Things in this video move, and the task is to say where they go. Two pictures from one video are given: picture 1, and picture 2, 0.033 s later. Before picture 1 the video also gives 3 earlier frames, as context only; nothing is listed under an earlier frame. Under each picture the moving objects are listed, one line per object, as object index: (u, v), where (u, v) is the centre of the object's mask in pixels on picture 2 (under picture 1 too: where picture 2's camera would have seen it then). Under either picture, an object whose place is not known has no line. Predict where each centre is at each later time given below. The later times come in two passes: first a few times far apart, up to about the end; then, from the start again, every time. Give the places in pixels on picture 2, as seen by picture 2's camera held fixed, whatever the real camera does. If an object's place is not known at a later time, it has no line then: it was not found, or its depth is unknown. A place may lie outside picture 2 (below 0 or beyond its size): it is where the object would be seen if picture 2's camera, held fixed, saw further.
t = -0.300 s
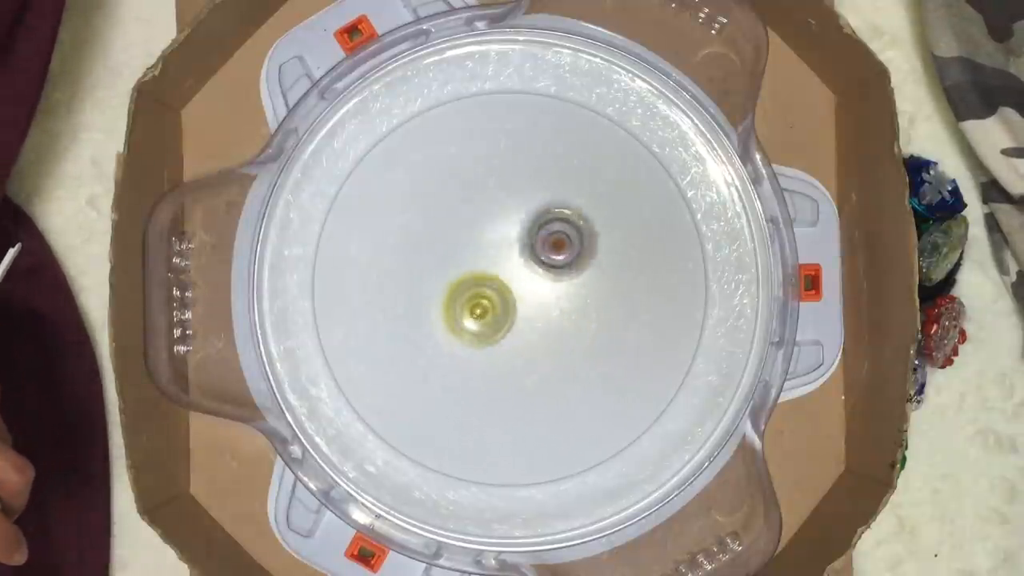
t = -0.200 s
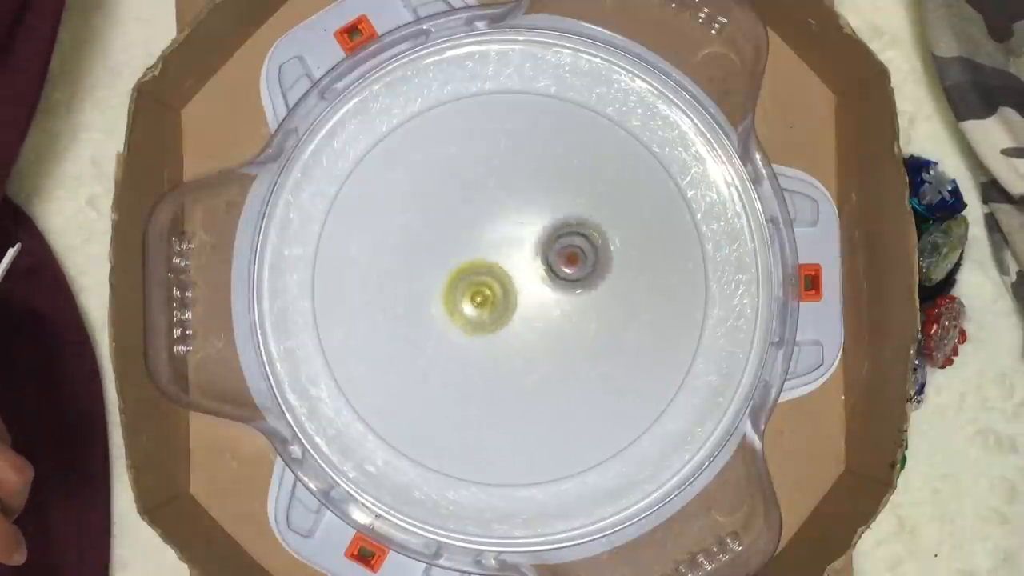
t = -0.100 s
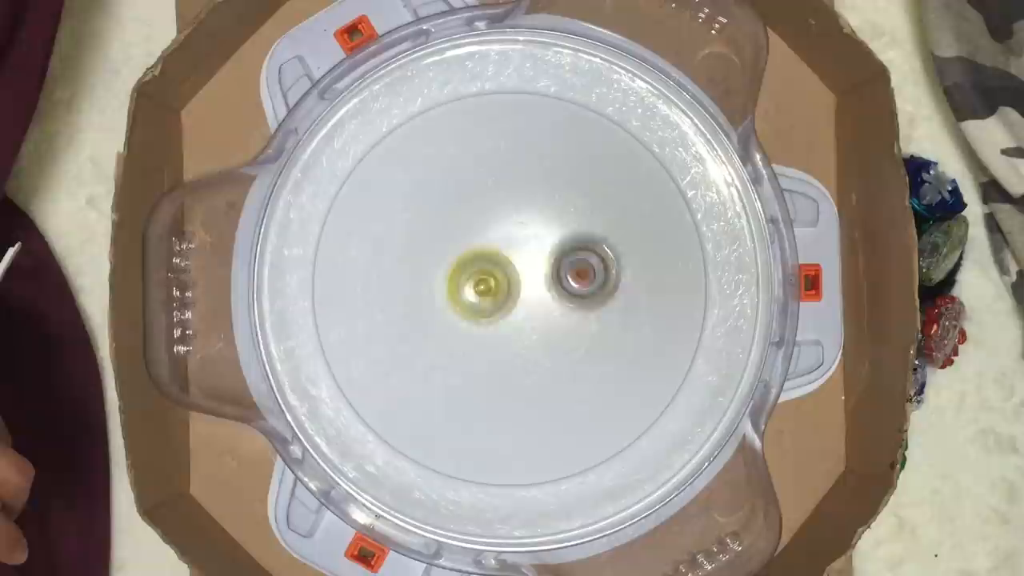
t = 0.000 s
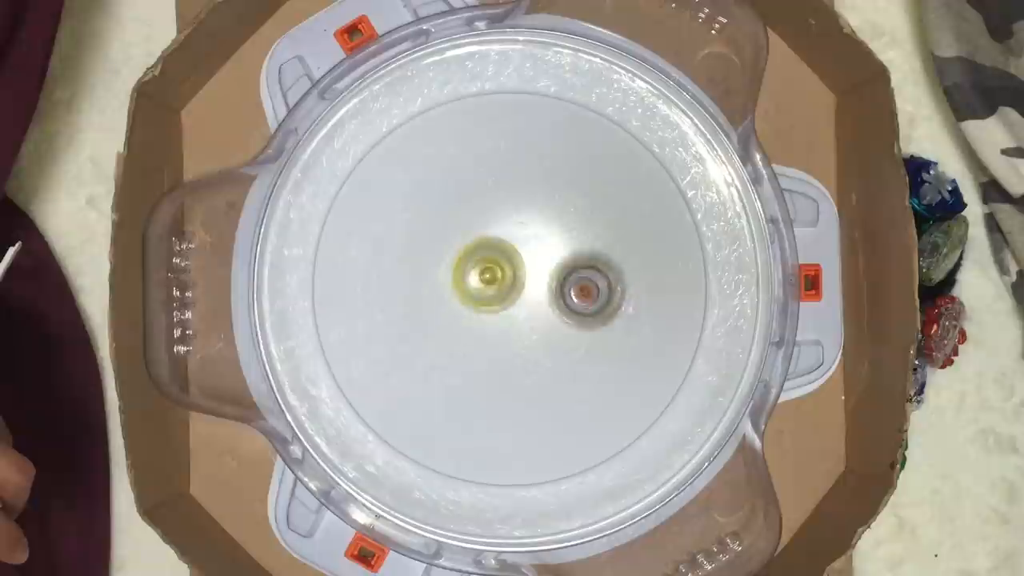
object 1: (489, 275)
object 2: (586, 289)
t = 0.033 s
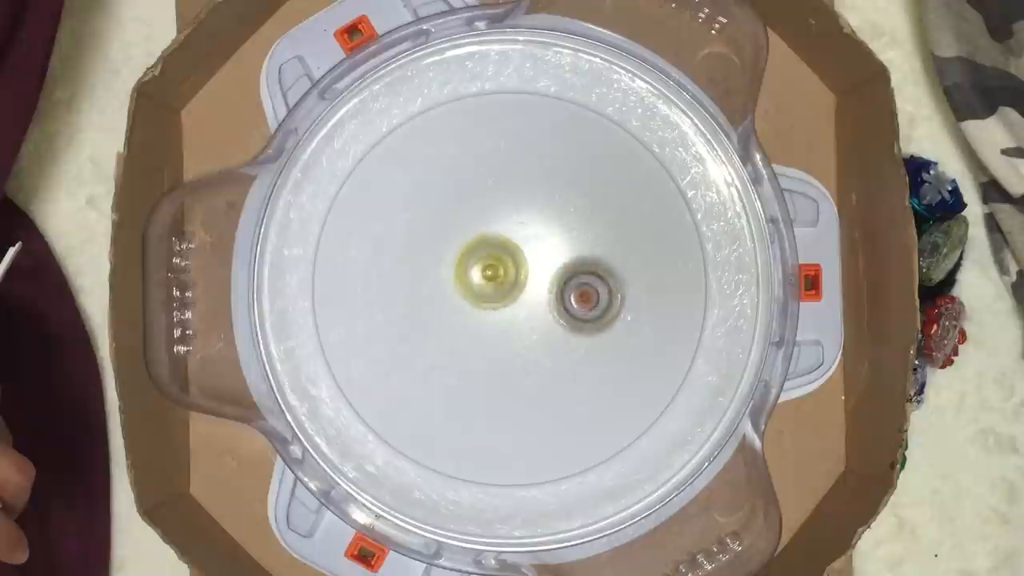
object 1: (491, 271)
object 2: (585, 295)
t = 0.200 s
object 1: (502, 258)
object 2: (575, 323)
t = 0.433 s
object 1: (524, 253)
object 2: (538, 351)
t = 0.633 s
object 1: (541, 260)
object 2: (496, 348)
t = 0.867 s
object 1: (549, 278)
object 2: (462, 318)
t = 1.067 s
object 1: (544, 296)
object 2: (451, 284)
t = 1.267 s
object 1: (528, 312)
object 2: (471, 255)
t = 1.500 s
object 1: (515, 330)
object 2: (508, 229)
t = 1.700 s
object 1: (500, 326)
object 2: (548, 231)
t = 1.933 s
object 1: (487, 309)
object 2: (578, 266)
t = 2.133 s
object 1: (487, 287)
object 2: (573, 307)
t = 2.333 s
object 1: (497, 268)
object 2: (549, 339)
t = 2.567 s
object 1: (517, 258)
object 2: (504, 347)
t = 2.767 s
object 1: (534, 263)
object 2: (470, 327)
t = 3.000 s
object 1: (546, 279)
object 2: (460, 288)
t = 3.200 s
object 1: (545, 297)
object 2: (476, 256)
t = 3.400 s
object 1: (538, 317)
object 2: (508, 236)
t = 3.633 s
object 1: (516, 326)
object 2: (553, 249)
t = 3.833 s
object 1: (495, 320)
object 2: (575, 277)
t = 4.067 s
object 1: (483, 302)
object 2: (564, 317)
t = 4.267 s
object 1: (483, 279)
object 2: (536, 339)
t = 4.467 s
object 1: (495, 258)
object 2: (500, 341)
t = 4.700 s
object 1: (520, 251)
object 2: (474, 315)
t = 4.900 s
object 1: (548, 257)
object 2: (472, 283)
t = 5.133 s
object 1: (568, 281)
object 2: (492, 252)
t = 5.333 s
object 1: (570, 316)
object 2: (514, 238)
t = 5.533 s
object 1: (553, 341)
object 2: (541, 252)
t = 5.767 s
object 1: (513, 349)
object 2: (553, 282)
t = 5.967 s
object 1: (466, 342)
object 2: (559, 292)
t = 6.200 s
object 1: (454, 298)
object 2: (537, 304)
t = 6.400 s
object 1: (465, 254)
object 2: (529, 314)
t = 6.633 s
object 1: (511, 225)
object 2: (524, 316)
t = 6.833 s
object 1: (559, 239)
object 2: (515, 305)
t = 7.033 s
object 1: (591, 279)
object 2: (501, 290)
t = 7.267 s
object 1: (579, 331)
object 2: (504, 274)
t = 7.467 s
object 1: (535, 354)
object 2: (517, 270)
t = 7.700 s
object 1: (474, 340)
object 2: (536, 270)
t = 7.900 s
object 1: (448, 298)
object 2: (545, 275)
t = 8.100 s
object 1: (465, 249)
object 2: (538, 288)
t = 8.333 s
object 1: (511, 209)
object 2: (535, 327)
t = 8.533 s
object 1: (557, 231)
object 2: (518, 328)
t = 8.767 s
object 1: (577, 295)
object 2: (500, 304)
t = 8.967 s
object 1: (561, 345)
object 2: (484, 271)
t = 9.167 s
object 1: (507, 359)
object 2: (502, 253)
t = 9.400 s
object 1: (455, 323)
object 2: (533, 266)
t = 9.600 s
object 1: (452, 275)
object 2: (539, 297)
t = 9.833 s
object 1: (501, 237)
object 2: (515, 319)
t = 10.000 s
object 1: (551, 242)
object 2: (494, 312)
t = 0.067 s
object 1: (493, 268)
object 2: (585, 301)
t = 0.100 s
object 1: (495, 265)
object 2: (584, 307)
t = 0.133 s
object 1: (497, 262)
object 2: (582, 312)
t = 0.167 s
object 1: (500, 260)
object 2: (579, 317)
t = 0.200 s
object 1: (502, 258)
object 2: (575, 323)
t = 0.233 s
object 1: (505, 256)
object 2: (572, 327)
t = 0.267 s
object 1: (507, 254)
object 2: (568, 332)
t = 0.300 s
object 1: (511, 253)
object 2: (563, 336)
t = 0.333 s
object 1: (514, 253)
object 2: (558, 341)
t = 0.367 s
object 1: (517, 252)
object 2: (552, 345)
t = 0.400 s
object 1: (521, 253)
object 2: (545, 348)
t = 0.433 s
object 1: (524, 253)
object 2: (538, 351)
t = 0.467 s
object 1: (527, 254)
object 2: (532, 352)
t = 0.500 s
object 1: (530, 255)
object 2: (525, 353)
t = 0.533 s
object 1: (533, 256)
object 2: (517, 353)
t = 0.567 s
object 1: (536, 257)
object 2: (509, 351)
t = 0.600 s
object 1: (539, 259)
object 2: (503, 350)
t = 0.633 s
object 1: (541, 260)
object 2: (496, 348)
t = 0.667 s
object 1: (543, 263)
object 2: (490, 345)
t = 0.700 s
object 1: (544, 265)
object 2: (484, 341)
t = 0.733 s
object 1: (546, 266)
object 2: (479, 337)
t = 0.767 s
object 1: (547, 270)
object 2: (473, 333)
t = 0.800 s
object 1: (548, 273)
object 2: (469, 328)
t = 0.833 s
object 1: (549, 275)
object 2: (466, 323)
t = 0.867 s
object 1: (549, 278)
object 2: (462, 318)
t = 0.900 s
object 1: (549, 281)
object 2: (458, 313)
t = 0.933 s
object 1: (548, 285)
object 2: (455, 307)
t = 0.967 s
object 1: (548, 288)
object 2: (453, 302)
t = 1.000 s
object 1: (546, 290)
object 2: (451, 296)
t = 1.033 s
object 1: (545, 293)
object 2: (451, 290)
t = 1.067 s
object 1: (544, 296)
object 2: (451, 284)
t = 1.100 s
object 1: (541, 300)
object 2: (452, 279)
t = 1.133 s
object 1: (539, 302)
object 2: (455, 274)
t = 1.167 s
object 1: (537, 305)
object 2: (458, 269)
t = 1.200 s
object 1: (534, 308)
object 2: (462, 264)
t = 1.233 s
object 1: (531, 310)
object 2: (466, 260)
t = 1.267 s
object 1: (528, 312)
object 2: (471, 255)
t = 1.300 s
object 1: (527, 317)
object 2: (475, 249)
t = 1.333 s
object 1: (527, 320)
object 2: (478, 244)
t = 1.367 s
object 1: (525, 323)
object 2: (484, 240)
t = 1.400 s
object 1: (523, 326)
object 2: (490, 236)
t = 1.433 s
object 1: (520, 327)
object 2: (496, 233)
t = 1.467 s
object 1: (518, 329)
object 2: (502, 230)
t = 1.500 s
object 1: (515, 330)
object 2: (508, 229)
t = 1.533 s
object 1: (513, 330)
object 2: (515, 228)
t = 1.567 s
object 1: (510, 330)
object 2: (521, 227)
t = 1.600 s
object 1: (506, 330)
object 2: (528, 227)
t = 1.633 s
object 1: (504, 329)
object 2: (534, 227)
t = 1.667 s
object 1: (502, 328)
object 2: (540, 228)
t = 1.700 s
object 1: (500, 326)
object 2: (548, 231)
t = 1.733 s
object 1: (497, 325)
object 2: (554, 234)
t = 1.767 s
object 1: (495, 323)
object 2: (559, 237)
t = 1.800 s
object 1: (493, 320)
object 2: (564, 242)
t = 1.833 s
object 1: (491, 318)
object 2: (568, 247)
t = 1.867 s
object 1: (490, 315)
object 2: (572, 253)
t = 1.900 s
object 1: (488, 312)
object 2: (575, 259)
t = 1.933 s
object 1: (487, 309)
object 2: (578, 266)
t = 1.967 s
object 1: (486, 306)
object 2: (579, 272)
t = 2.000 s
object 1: (485, 302)
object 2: (580, 280)
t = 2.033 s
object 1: (486, 299)
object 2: (579, 287)
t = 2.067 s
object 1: (486, 295)
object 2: (577, 294)
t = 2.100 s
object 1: (486, 291)
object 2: (575, 301)
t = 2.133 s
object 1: (487, 287)
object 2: (573, 307)
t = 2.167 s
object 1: (488, 284)
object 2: (570, 313)
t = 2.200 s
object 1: (489, 281)
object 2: (566, 318)
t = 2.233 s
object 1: (491, 277)
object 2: (563, 324)
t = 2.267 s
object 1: (492, 274)
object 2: (559, 329)
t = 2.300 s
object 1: (495, 271)
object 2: (554, 334)
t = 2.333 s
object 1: (497, 268)
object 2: (549, 339)
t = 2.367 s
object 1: (498, 266)
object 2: (543, 342)
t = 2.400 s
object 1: (501, 263)
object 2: (537, 345)
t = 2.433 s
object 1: (503, 261)
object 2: (530, 347)
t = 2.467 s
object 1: (506, 260)
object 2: (524, 348)
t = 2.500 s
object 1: (510, 259)
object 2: (517, 348)
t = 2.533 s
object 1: (514, 259)
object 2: (511, 348)
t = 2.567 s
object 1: (517, 258)
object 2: (504, 347)
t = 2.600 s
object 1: (520, 258)
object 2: (498, 345)
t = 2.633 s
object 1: (523, 258)
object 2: (492, 343)
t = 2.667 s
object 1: (525, 259)
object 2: (486, 339)
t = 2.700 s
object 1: (528, 259)
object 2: (481, 336)
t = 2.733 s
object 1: (531, 261)
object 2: (475, 331)
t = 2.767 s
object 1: (534, 263)
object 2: (470, 327)
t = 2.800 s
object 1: (536, 265)
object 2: (467, 322)
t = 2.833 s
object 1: (539, 267)
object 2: (464, 316)
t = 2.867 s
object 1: (540, 268)
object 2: (462, 311)
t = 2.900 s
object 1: (542, 271)
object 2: (460, 306)
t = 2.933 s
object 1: (543, 273)
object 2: (459, 300)
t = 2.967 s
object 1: (545, 276)
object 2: (460, 294)
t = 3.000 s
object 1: (546, 279)
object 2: (460, 288)
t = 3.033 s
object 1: (546, 281)
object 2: (461, 283)
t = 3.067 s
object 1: (547, 285)
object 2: (463, 277)
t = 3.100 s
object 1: (547, 287)
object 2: (465, 271)
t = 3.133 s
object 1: (547, 290)
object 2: (468, 266)
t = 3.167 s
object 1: (546, 294)
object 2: (472, 261)
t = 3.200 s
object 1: (545, 297)
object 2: (476, 256)
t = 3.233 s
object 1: (544, 301)
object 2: (481, 252)
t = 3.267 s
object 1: (544, 305)
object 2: (485, 247)
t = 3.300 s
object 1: (543, 308)
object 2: (490, 243)
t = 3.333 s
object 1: (541, 311)
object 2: (497, 240)
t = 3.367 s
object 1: (540, 314)
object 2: (502, 237)
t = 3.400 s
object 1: (538, 317)
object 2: (508, 236)
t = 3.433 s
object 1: (535, 319)
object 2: (515, 235)
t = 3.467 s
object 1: (532, 322)
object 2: (521, 235)
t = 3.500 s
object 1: (529, 323)
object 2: (529, 237)
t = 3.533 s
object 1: (526, 324)
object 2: (535, 239)
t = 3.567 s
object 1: (522, 325)
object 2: (541, 241)
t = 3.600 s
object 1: (519, 326)
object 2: (548, 245)
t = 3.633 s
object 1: (516, 326)
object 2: (553, 249)
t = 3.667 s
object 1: (513, 326)
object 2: (558, 252)
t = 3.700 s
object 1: (509, 325)
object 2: (562, 256)
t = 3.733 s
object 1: (506, 324)
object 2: (567, 261)
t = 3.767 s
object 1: (502, 323)
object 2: (570, 265)
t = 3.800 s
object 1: (498, 322)
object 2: (574, 271)
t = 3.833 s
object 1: (495, 320)
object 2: (575, 277)
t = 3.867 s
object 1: (493, 318)
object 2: (576, 283)
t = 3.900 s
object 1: (490, 315)
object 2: (575, 288)
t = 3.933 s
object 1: (488, 313)
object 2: (574, 294)
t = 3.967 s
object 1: (486, 311)
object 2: (573, 300)
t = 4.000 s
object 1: (485, 307)
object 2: (570, 306)
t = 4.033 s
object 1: (484, 304)
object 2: (568, 312)
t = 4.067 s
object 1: (483, 302)
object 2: (564, 317)
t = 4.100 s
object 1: (483, 298)
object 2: (560, 321)
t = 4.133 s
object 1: (482, 295)
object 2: (556, 326)
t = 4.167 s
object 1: (483, 292)
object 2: (551, 329)
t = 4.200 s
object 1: (483, 287)
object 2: (546, 333)
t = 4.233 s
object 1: (482, 283)
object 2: (541, 337)
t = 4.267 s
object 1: (483, 279)
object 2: (536, 339)
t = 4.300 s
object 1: (484, 276)
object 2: (530, 340)
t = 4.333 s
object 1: (486, 273)
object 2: (524, 341)
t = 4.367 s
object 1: (488, 270)
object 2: (517, 341)
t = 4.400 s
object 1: (490, 265)
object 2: (511, 343)
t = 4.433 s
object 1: (492, 261)
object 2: (505, 343)
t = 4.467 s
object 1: (495, 258)
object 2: (500, 341)
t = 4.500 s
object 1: (497, 255)
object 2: (495, 340)
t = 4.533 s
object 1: (501, 254)
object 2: (490, 337)
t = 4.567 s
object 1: (503, 252)
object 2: (486, 333)
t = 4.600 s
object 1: (507, 251)
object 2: (482, 330)
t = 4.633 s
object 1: (511, 250)
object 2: (479, 326)
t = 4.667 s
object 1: (515, 250)
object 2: (476, 321)
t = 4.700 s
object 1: (520, 251)
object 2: (474, 315)
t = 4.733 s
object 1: (524, 251)
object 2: (473, 310)
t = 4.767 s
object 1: (529, 252)
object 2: (471, 305)
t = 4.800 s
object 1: (535, 252)
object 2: (469, 299)
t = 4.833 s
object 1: (539, 253)
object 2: (470, 294)
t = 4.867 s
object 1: (544, 254)
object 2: (470, 288)
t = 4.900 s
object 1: (548, 257)
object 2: (472, 283)
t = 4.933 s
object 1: (551, 260)
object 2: (474, 278)
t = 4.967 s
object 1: (554, 262)
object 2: (476, 272)
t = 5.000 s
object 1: (558, 265)
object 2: (479, 268)
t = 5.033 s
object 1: (562, 269)
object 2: (482, 264)
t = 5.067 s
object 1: (565, 273)
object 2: (485, 259)
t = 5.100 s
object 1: (567, 277)
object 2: (488, 255)
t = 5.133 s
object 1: (568, 281)
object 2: (492, 252)
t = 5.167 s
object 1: (569, 286)
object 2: (496, 249)
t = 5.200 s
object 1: (569, 291)
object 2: (500, 247)
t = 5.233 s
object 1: (569, 297)
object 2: (504, 245)
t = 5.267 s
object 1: (571, 304)
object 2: (506, 241)
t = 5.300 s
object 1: (571, 311)
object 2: (509, 239)
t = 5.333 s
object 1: (570, 316)
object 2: (514, 238)
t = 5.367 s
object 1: (568, 322)
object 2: (518, 239)
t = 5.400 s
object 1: (566, 326)
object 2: (524, 241)
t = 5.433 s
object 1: (563, 330)
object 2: (529, 243)
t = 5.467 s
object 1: (560, 335)
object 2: (533, 246)
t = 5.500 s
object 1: (557, 338)
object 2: (537, 250)
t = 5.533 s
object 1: (553, 341)
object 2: (541, 252)
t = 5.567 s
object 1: (547, 344)
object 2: (544, 256)
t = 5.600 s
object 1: (543, 346)
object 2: (547, 261)
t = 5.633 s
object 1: (538, 347)
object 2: (549, 266)
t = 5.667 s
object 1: (532, 348)
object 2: (551, 270)
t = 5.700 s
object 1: (526, 350)
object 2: (553, 274)
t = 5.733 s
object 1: (520, 350)
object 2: (553, 278)
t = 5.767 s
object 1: (513, 349)
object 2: (553, 282)
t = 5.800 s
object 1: (504, 350)
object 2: (556, 285)
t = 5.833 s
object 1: (493, 351)
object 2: (560, 285)
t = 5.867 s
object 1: (485, 350)
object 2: (562, 285)
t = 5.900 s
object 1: (477, 348)
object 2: (561, 288)
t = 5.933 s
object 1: (472, 346)
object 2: (561, 289)
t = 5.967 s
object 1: (466, 342)
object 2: (559, 292)
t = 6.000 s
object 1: (461, 337)
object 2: (558, 294)
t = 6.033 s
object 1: (458, 331)
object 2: (556, 297)
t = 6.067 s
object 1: (455, 325)
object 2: (554, 299)
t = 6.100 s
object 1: (453, 319)
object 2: (549, 301)
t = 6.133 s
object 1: (452, 312)
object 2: (546, 302)
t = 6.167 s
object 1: (453, 305)
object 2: (541, 304)
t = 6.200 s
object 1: (454, 298)
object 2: (537, 304)
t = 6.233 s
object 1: (455, 292)
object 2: (532, 306)
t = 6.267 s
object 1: (457, 284)
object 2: (530, 307)
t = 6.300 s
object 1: (457, 276)
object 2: (529, 309)
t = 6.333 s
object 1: (460, 270)
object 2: (528, 309)
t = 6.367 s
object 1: (463, 264)
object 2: (526, 311)
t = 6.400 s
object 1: (465, 254)
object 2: (529, 314)
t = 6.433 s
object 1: (469, 246)
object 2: (531, 317)
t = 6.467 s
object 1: (474, 240)
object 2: (531, 318)
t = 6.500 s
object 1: (480, 235)
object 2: (530, 317)
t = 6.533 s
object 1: (486, 231)
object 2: (529, 317)
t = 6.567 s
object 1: (494, 228)
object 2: (527, 317)
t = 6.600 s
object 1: (503, 226)
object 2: (525, 317)
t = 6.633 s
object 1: (511, 225)
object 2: (524, 316)
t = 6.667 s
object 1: (519, 225)
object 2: (522, 315)
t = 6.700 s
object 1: (528, 226)
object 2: (520, 313)
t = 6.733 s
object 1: (536, 227)
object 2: (518, 312)
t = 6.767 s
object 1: (544, 231)
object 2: (517, 310)
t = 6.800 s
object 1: (552, 235)
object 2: (516, 308)
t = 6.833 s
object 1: (559, 239)
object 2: (515, 305)
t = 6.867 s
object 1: (566, 245)
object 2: (513, 302)
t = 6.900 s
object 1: (573, 251)
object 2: (512, 300)
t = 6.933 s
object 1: (580, 257)
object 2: (508, 297)
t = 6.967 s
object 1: (586, 264)
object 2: (506, 294)
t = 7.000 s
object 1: (590, 271)
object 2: (504, 292)
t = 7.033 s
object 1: (591, 279)
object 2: (501, 290)
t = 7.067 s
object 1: (594, 287)
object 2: (501, 287)
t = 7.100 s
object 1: (594, 294)
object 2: (501, 285)
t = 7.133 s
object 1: (593, 302)
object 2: (500, 281)
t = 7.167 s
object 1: (592, 309)
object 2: (500, 280)
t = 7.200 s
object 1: (589, 317)
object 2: (501, 279)
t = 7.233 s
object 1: (585, 324)
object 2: (502, 276)
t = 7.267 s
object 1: (579, 331)
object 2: (504, 274)
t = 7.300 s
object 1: (574, 337)
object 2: (505, 273)
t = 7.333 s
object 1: (567, 342)
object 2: (507, 272)
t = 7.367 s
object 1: (559, 347)
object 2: (509, 271)
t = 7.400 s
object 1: (552, 350)
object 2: (512, 270)
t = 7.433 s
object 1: (543, 353)
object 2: (514, 271)
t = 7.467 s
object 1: (535, 354)
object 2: (517, 270)
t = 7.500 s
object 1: (526, 354)
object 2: (520, 271)
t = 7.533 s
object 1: (518, 353)
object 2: (522, 272)
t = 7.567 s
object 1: (509, 351)
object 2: (523, 273)
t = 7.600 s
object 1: (501, 348)
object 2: (525, 274)
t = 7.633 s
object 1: (493, 344)
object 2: (527, 277)
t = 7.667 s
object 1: (483, 343)
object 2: (533, 274)
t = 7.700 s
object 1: (474, 340)
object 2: (536, 270)
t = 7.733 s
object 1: (467, 335)
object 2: (539, 269)
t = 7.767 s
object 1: (461, 329)
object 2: (541, 269)
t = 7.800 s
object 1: (456, 322)
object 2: (543, 269)
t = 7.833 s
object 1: (452, 315)
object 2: (543, 270)
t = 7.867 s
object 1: (450, 306)
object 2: (544, 273)
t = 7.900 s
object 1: (448, 298)
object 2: (545, 275)
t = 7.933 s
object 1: (448, 289)
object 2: (545, 276)
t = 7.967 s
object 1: (450, 281)
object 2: (545, 279)
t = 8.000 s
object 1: (451, 272)
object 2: (543, 281)
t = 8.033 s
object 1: (455, 264)
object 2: (542, 283)
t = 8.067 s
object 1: (459, 256)
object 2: (540, 285)
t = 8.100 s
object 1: (465, 249)
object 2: (538, 288)
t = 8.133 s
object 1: (472, 243)
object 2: (535, 291)
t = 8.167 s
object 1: (478, 238)
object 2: (533, 292)
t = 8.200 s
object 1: (485, 231)
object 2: (532, 297)
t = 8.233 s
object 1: (489, 221)
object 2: (534, 308)
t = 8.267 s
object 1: (495, 214)
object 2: (536, 317)
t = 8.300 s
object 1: (503, 210)
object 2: (536, 323)
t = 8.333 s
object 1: (511, 209)
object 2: (535, 327)
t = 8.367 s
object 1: (519, 209)
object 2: (533, 329)
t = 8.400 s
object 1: (527, 211)
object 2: (531, 330)
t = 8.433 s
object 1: (535, 214)
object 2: (528, 331)
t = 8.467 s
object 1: (542, 218)
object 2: (525, 331)
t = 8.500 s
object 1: (550, 225)
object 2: (521, 329)
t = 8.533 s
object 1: (557, 231)
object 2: (518, 328)
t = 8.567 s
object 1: (563, 239)
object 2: (514, 326)
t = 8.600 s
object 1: (568, 246)
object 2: (511, 324)
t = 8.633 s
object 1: (572, 255)
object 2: (508, 320)
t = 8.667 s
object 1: (575, 265)
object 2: (505, 317)
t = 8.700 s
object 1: (577, 275)
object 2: (503, 313)
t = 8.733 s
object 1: (578, 285)
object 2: (502, 309)
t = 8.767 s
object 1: (577, 295)
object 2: (500, 304)
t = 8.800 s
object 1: (575, 304)
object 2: (500, 299)
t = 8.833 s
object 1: (576, 315)
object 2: (494, 292)
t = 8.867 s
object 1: (576, 325)
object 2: (488, 285)
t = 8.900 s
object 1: (573, 332)
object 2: (485, 280)
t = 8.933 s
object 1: (568, 339)
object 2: (485, 276)
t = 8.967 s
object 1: (561, 345)
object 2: (484, 271)
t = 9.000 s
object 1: (553, 350)
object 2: (486, 267)
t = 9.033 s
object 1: (545, 355)
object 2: (489, 264)
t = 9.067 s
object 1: (536, 358)
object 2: (491, 260)
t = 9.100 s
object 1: (527, 360)
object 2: (494, 257)
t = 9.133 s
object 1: (517, 360)
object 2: (498, 255)
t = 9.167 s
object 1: (507, 359)
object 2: (502, 253)
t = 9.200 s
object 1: (498, 357)
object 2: (507, 252)
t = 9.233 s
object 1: (489, 354)
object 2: (513, 254)
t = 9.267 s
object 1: (481, 349)
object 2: (517, 255)
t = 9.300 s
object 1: (473, 344)
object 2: (523, 257)
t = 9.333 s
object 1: (466, 337)
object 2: (527, 260)
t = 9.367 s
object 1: (460, 330)
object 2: (531, 262)
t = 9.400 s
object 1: (455, 323)
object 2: (533, 266)
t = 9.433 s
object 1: (452, 315)
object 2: (538, 271)
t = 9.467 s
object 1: (449, 307)
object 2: (539, 276)
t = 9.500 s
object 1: (448, 299)
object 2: (540, 281)
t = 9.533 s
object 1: (448, 292)
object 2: (541, 287)
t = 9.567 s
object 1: (450, 283)
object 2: (540, 291)
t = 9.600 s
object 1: (452, 275)
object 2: (539, 297)
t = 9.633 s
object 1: (455, 267)
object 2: (538, 303)
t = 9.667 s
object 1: (461, 260)
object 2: (535, 308)
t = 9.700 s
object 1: (467, 254)
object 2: (531, 311)
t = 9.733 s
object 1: (475, 248)
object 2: (529, 313)
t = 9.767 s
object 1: (482, 243)
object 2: (524, 316)
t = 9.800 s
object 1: (491, 240)
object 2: (519, 318)
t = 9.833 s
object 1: (501, 237)
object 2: (515, 319)
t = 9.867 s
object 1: (511, 236)
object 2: (510, 319)
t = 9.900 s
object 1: (521, 235)
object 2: (505, 318)
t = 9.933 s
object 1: (532, 236)
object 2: (501, 317)
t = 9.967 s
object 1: (542, 239)
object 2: (497, 314)
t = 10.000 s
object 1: (551, 242)
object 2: (494, 312)
